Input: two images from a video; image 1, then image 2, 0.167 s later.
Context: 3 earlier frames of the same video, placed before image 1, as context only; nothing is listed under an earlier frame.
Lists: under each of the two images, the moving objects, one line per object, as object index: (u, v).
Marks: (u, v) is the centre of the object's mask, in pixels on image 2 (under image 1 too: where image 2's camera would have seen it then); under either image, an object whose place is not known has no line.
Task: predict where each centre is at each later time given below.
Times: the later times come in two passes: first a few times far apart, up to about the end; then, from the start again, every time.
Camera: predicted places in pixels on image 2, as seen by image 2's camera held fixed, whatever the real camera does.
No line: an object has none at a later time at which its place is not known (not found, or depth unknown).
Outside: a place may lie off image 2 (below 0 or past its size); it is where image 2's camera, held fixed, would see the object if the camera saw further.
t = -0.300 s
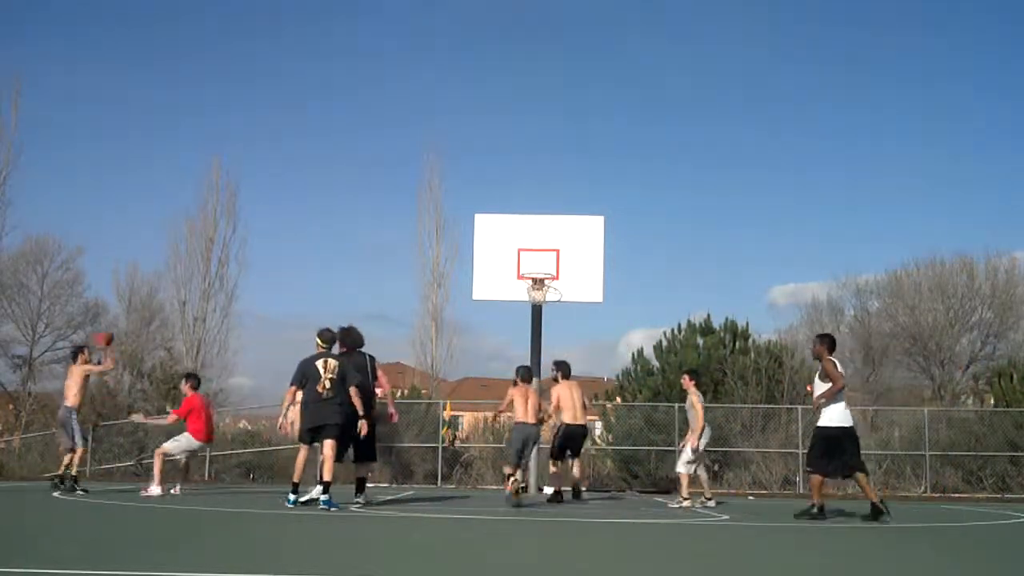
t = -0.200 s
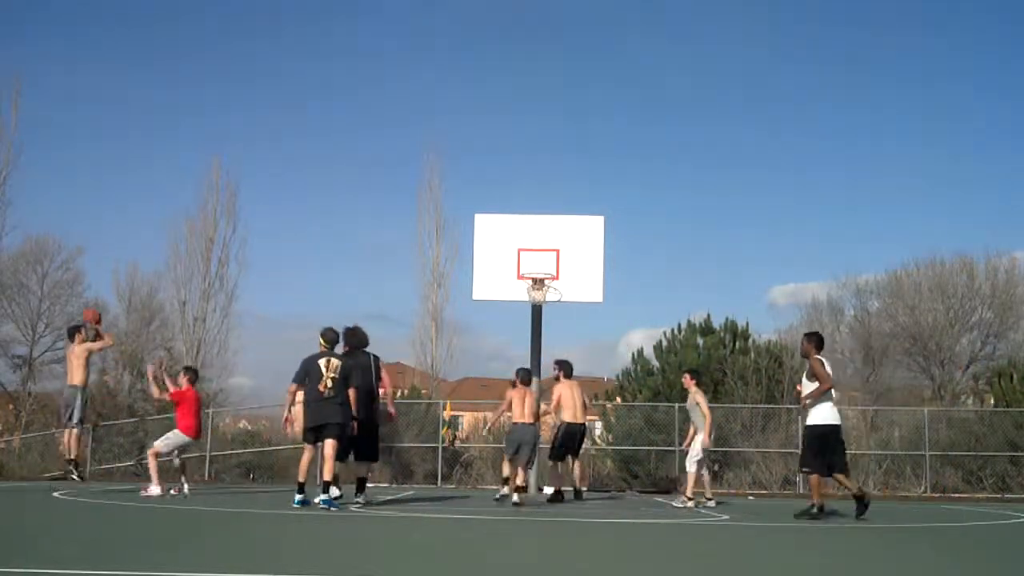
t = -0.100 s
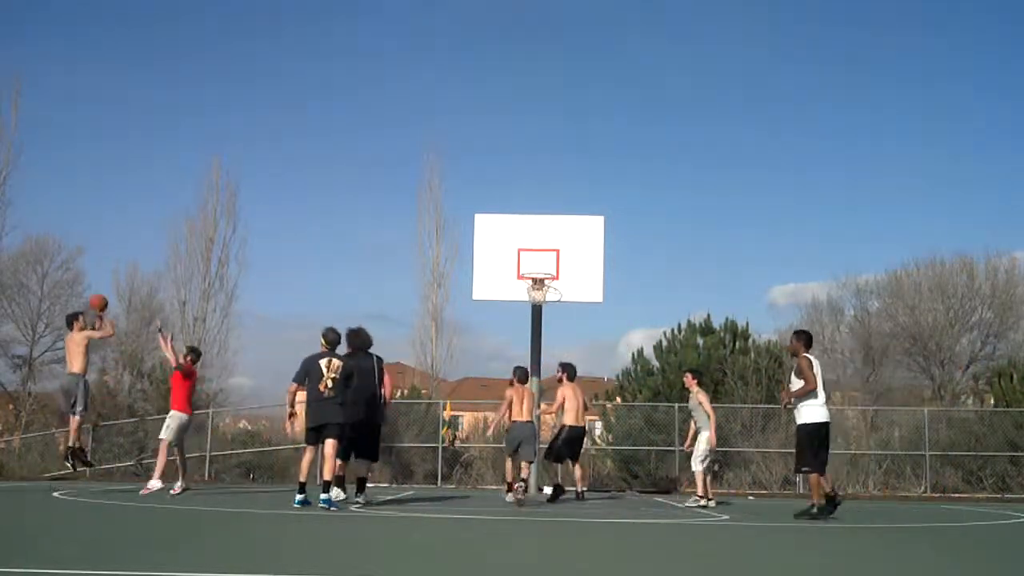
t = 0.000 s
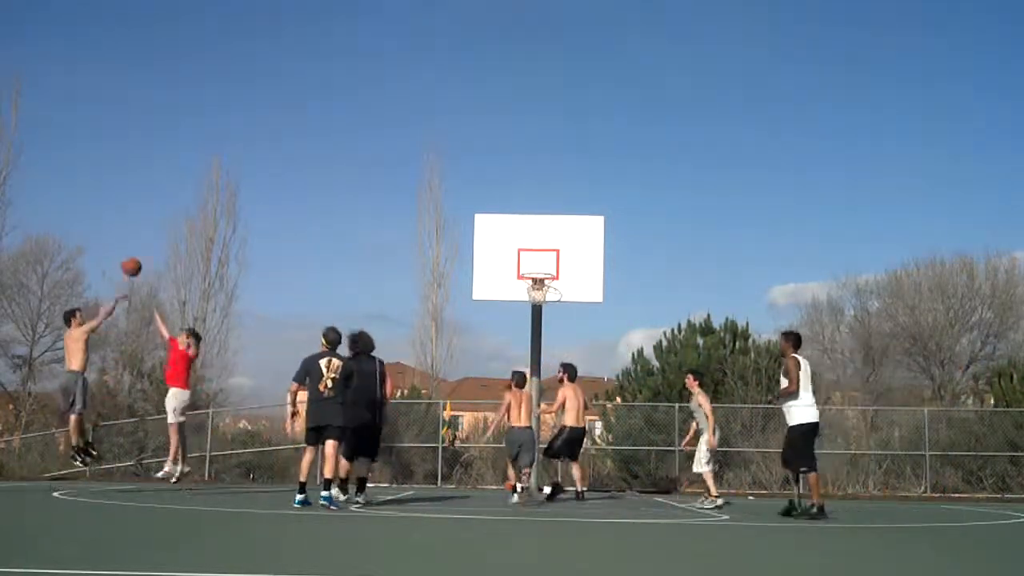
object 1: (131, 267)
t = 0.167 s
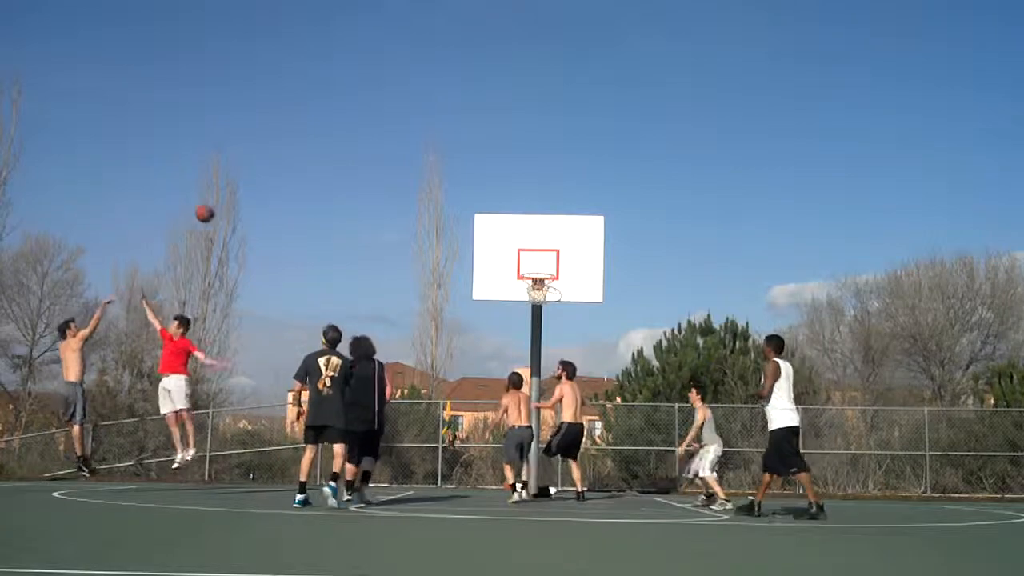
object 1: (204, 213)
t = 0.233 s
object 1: (232, 199)
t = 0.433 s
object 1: (311, 175)
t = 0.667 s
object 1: (396, 184)
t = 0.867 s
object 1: (466, 222)
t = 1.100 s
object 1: (499, 269)
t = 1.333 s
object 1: (447, 262)
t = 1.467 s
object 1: (416, 274)
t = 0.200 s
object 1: (218, 205)
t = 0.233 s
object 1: (232, 199)
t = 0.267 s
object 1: (245, 192)
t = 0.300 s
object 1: (258, 187)
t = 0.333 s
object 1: (272, 183)
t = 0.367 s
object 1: (285, 179)
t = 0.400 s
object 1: (298, 176)
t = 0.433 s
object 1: (311, 175)
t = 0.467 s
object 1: (323, 174)
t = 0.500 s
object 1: (335, 173)
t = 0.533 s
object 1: (348, 174)
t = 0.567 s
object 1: (360, 175)
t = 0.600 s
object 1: (372, 178)
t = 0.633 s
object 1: (384, 180)
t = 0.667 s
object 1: (396, 184)
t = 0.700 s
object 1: (407, 188)
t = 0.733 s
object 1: (419, 194)
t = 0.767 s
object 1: (430, 200)
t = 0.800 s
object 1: (442, 205)
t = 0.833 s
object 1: (453, 214)
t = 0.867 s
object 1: (466, 222)
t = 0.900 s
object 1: (476, 231)
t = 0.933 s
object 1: (486, 240)
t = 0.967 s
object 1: (497, 251)
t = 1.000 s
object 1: (508, 262)
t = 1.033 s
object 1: (516, 272)
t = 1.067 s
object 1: (507, 271)
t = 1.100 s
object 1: (499, 269)
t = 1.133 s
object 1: (492, 266)
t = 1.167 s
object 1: (485, 263)
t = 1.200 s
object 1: (477, 262)
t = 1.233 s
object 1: (470, 261)
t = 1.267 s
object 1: (463, 261)
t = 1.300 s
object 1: (455, 261)
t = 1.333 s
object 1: (447, 262)
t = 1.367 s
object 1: (440, 264)
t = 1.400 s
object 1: (432, 266)
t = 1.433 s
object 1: (424, 270)
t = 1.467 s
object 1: (416, 274)
